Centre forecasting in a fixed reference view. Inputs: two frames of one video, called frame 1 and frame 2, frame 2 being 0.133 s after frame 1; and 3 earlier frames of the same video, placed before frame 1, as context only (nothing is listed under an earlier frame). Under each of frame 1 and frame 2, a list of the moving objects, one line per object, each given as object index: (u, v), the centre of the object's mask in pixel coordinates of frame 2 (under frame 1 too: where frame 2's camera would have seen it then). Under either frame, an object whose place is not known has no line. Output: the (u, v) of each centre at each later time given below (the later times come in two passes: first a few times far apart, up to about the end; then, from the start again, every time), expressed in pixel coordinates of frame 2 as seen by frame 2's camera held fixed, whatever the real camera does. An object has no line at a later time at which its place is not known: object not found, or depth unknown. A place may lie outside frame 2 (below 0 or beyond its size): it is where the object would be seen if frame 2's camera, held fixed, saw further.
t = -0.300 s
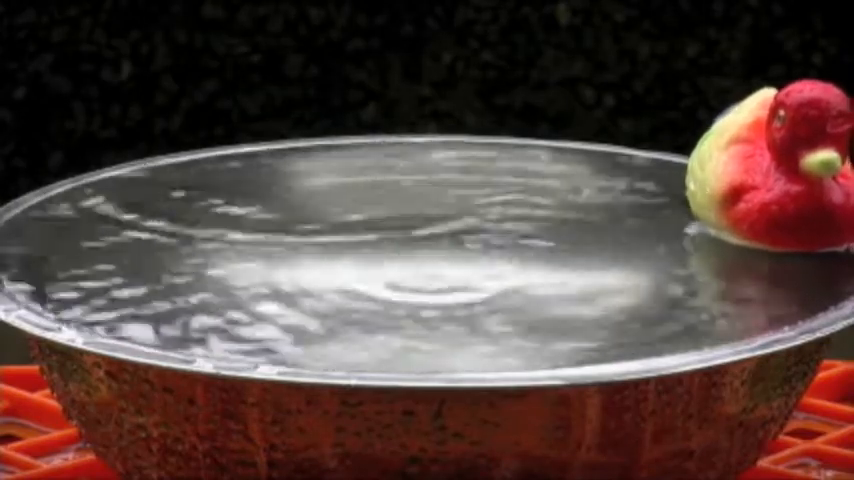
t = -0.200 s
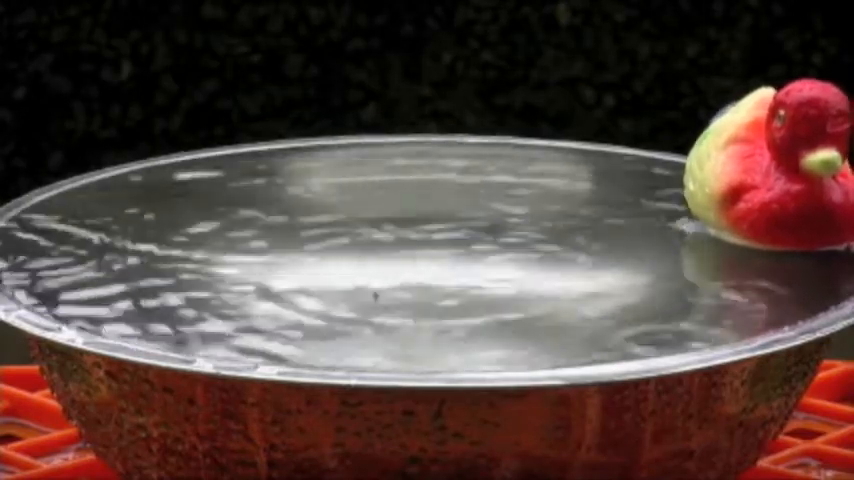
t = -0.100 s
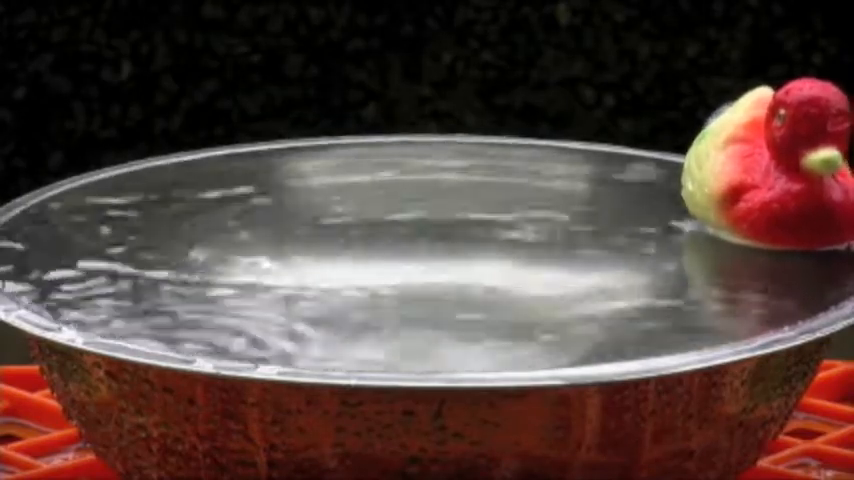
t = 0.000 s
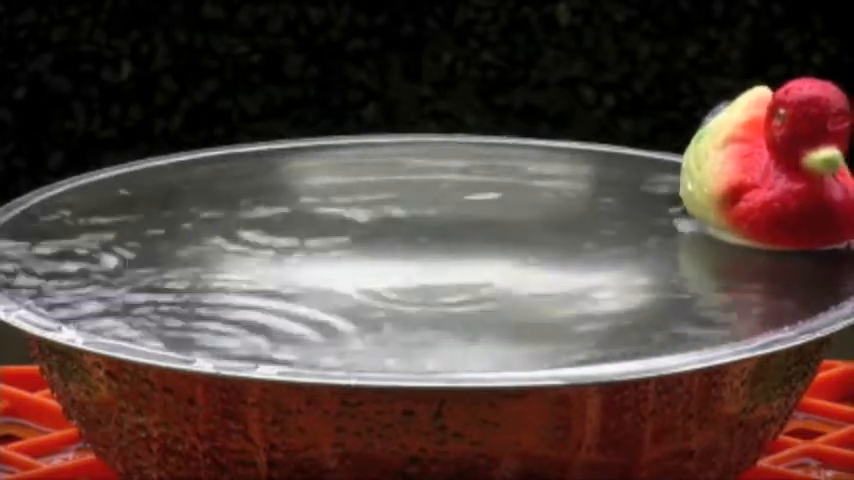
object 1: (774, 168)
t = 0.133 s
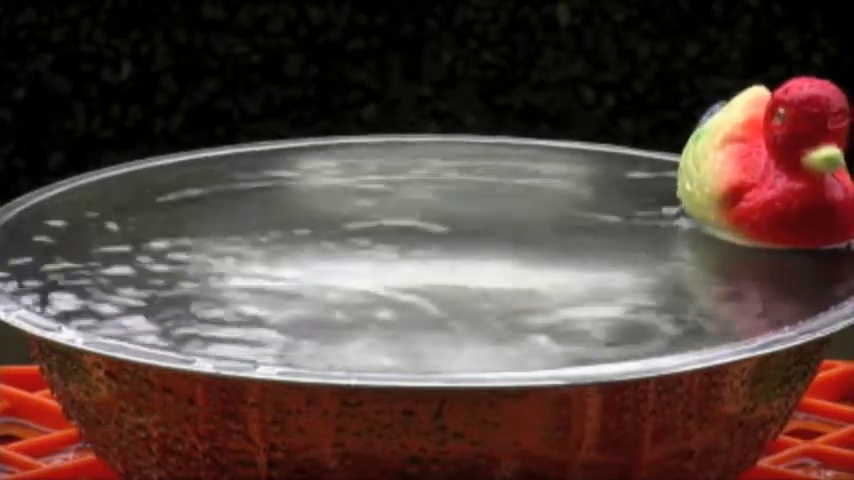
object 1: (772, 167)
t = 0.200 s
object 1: (771, 167)
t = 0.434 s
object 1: (768, 166)
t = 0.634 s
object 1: (765, 166)
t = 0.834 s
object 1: (760, 165)
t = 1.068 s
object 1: (755, 164)
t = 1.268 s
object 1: (750, 163)
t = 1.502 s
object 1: (745, 162)
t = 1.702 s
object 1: (741, 161)
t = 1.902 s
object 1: (737, 160)
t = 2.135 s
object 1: (732, 158)
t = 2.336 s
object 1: (729, 157)
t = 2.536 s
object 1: (727, 157)
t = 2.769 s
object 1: (726, 157)
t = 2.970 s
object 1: (725, 156)
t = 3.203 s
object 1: (726, 156)
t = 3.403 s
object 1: (732, 156)
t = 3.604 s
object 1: (747, 157)
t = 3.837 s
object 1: (771, 160)
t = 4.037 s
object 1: (771, 162)
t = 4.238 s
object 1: (773, 165)
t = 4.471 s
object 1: (777, 168)
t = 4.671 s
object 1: (779, 169)
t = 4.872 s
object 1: (778, 171)
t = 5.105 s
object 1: (778, 173)
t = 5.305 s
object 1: (777, 174)
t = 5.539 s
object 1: (774, 175)
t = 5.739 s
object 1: (771, 175)
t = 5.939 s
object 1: (770, 175)
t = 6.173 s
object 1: (770, 175)
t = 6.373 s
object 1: (772, 175)
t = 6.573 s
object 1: (774, 176)
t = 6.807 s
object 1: (778, 177)
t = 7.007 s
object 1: (778, 180)
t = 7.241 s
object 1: (778, 182)
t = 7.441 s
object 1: (778, 183)
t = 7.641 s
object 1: (779, 183)
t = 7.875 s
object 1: (781, 182)
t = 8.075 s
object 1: (781, 181)
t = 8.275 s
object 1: (781, 180)
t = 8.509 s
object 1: (777, 178)
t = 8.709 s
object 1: (774, 177)
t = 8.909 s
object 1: (771, 177)
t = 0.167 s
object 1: (771, 167)
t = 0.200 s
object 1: (771, 167)
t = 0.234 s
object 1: (771, 167)
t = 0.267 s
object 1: (770, 167)
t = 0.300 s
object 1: (770, 167)
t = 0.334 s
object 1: (770, 166)
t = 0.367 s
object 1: (769, 166)
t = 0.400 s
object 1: (769, 166)
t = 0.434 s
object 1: (768, 166)
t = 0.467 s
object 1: (767, 167)
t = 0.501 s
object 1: (767, 166)
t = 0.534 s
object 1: (767, 166)
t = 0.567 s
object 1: (766, 166)
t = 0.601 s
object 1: (766, 166)
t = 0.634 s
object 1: (765, 166)
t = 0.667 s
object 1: (764, 166)
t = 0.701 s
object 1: (764, 166)
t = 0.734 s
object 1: (763, 166)
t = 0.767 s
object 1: (762, 165)
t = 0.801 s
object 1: (761, 166)
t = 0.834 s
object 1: (760, 165)
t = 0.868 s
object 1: (760, 165)
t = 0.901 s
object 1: (759, 165)
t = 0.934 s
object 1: (758, 165)
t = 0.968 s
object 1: (757, 165)
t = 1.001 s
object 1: (756, 165)
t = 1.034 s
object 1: (756, 164)
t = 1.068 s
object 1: (755, 164)
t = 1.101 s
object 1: (754, 164)
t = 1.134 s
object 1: (753, 164)
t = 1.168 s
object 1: (753, 164)
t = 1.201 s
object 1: (752, 164)
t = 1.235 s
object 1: (751, 164)
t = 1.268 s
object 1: (750, 163)
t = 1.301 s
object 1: (750, 163)
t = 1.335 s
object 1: (749, 163)
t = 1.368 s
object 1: (748, 163)
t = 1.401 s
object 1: (747, 162)
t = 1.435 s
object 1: (747, 162)
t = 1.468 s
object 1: (746, 162)
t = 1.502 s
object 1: (745, 162)
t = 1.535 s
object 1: (744, 162)
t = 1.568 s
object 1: (743, 161)
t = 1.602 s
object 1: (743, 161)
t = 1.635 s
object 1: (742, 161)
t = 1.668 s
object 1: (741, 161)
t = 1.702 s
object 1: (741, 161)
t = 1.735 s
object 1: (740, 161)
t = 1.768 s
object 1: (739, 161)
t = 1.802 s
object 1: (739, 160)
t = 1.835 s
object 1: (738, 160)
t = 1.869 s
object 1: (737, 160)
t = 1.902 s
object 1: (737, 160)
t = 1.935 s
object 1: (736, 160)
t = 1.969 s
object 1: (735, 159)
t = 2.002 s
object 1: (735, 159)
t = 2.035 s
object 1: (734, 159)
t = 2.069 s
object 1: (733, 159)
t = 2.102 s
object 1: (733, 159)
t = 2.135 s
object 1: (732, 158)
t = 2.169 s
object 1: (732, 158)
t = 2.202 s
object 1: (731, 158)
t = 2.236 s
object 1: (731, 158)
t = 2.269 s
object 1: (730, 158)
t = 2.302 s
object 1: (730, 157)
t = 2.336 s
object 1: (729, 157)
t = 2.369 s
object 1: (729, 157)
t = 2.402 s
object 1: (729, 157)
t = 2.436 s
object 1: (728, 157)
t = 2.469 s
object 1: (728, 157)
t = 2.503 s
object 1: (728, 157)
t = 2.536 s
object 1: (727, 157)
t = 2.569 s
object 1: (727, 156)
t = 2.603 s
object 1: (727, 156)
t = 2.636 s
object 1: (727, 156)
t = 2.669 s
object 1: (726, 156)
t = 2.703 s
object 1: (726, 156)
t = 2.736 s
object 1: (726, 157)
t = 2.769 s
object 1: (726, 157)
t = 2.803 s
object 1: (725, 156)
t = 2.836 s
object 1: (725, 156)
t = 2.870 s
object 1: (725, 156)
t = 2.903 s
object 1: (725, 156)
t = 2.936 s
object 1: (725, 156)
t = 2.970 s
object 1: (725, 156)
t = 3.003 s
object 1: (725, 156)
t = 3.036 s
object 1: (725, 156)
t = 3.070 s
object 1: (725, 156)
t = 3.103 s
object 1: (725, 156)
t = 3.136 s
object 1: (726, 156)
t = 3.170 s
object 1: (726, 156)
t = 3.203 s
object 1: (726, 156)
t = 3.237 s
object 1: (727, 156)
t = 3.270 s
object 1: (728, 156)
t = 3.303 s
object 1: (729, 156)
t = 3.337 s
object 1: (730, 156)
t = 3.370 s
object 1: (731, 156)
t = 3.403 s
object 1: (732, 156)
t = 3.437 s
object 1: (734, 156)
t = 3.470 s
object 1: (736, 156)
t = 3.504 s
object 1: (738, 157)
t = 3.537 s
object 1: (741, 157)
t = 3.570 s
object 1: (744, 157)
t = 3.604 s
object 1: (747, 157)
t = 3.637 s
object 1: (750, 157)
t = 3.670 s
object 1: (754, 158)
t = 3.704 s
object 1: (757, 158)
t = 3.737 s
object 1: (761, 158)
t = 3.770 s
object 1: (765, 159)
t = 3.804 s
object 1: (768, 159)
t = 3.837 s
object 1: (771, 160)
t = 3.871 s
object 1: (771, 160)
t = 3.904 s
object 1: (771, 161)
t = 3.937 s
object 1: (771, 161)
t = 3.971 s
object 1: (771, 162)
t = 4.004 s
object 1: (771, 162)
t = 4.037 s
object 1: (771, 162)
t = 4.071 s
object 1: (772, 163)
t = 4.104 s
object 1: (772, 163)
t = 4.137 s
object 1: (772, 163)
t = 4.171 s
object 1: (773, 164)
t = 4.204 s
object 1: (773, 165)
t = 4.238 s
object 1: (773, 165)
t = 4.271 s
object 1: (774, 166)
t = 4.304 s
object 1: (775, 166)
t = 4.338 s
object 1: (775, 166)
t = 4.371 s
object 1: (776, 167)
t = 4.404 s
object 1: (776, 167)
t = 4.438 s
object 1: (777, 167)
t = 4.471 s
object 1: (777, 168)
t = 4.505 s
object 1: (777, 168)
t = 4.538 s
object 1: (778, 168)
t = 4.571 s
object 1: (778, 168)
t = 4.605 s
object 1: (778, 169)
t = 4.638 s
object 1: (779, 169)
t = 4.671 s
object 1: (779, 169)
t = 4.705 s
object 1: (779, 169)
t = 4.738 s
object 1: (779, 170)
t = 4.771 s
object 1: (778, 170)
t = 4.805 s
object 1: (779, 170)
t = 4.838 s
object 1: (778, 171)
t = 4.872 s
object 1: (778, 171)
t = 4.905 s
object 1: (778, 172)
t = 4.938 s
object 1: (779, 171)
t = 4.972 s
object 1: (778, 172)
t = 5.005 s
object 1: (778, 172)
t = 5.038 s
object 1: (779, 172)
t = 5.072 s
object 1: (778, 173)
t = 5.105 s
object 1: (778, 173)
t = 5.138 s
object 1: (779, 172)
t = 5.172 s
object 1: (778, 173)
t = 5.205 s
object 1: (778, 173)
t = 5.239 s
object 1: (778, 174)
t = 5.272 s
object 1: (779, 173)
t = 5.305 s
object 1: (777, 174)
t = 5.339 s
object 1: (777, 174)
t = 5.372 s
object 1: (776, 175)
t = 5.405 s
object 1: (776, 175)
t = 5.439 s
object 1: (776, 175)
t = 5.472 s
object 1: (775, 175)
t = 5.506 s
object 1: (776, 174)
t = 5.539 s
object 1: (774, 175)
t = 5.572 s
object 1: (774, 175)
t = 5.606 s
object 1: (774, 175)
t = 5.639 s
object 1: (773, 175)
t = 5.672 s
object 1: (773, 175)
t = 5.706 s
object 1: (772, 175)
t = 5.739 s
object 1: (771, 175)
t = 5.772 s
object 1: (772, 175)
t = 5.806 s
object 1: (771, 175)
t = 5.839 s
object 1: (770, 175)
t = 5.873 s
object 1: (770, 175)
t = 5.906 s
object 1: (770, 175)
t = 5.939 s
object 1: (770, 175)
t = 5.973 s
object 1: (770, 175)
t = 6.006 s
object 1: (770, 175)
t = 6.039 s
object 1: (770, 175)
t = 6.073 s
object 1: (770, 175)
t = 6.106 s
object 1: (770, 175)
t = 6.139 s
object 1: (770, 175)
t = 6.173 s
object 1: (770, 175)
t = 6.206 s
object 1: (771, 175)
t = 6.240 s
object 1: (771, 175)
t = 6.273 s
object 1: (771, 175)
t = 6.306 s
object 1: (771, 175)
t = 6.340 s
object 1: (771, 175)
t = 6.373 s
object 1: (772, 175)
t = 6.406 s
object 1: (772, 176)
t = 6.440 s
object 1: (773, 176)
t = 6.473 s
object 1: (773, 176)
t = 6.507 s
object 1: (773, 176)
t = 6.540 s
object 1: (774, 176)
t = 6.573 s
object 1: (774, 176)
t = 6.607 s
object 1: (774, 177)
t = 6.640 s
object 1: (776, 176)
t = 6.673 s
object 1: (775, 177)
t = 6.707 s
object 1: (777, 176)
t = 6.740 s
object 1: (777, 177)
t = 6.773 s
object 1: (777, 178)
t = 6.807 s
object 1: (778, 177)
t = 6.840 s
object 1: (778, 178)
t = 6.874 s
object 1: (779, 178)
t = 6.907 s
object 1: (778, 179)
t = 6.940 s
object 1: (778, 179)
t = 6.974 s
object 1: (778, 180)
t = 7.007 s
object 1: (778, 180)
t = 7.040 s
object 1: (778, 180)
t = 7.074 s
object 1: (778, 181)
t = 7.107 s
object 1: (778, 181)
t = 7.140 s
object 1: (778, 181)
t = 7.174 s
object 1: (778, 182)
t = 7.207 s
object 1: (778, 182)
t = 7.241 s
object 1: (778, 182)
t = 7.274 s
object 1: (778, 182)
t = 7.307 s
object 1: (778, 182)
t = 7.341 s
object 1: (778, 182)
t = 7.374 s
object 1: (778, 182)
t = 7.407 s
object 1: (778, 182)
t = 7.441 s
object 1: (778, 183)
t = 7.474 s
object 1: (778, 183)
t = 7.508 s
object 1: (780, 182)
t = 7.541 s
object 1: (779, 183)
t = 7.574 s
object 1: (778, 183)
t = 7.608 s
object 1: (778, 183)
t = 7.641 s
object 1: (779, 183)
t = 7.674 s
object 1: (779, 183)
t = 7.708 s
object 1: (779, 183)
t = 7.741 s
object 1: (779, 183)
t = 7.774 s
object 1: (779, 183)
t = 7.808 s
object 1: (779, 183)
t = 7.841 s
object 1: (781, 182)
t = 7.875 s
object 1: (781, 182)
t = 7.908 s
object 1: (781, 182)
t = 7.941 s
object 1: (781, 181)
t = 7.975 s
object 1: (781, 181)
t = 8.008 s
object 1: (780, 183)
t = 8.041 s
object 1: (780, 182)
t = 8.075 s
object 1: (781, 181)
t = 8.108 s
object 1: (782, 181)
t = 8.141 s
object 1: (782, 180)
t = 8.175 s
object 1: (780, 181)
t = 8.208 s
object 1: (781, 180)
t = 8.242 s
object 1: (780, 180)
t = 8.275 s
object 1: (781, 180)
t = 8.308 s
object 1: (780, 180)
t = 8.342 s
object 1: (780, 179)
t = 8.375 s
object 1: (780, 179)
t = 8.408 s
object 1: (779, 179)
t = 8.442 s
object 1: (779, 178)
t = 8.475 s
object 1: (778, 178)
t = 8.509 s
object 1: (777, 178)
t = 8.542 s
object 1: (777, 178)
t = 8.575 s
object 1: (776, 178)
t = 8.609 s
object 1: (776, 178)
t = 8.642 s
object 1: (775, 178)
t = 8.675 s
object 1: (774, 178)
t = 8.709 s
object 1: (774, 177)
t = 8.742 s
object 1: (774, 177)
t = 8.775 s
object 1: (772, 178)
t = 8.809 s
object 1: (772, 178)
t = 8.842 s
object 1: (771, 178)
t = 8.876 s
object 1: (771, 177)
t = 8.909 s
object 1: (771, 177)
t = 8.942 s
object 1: (770, 177)
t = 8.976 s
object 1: (770, 177)
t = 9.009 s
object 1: (770, 176)
